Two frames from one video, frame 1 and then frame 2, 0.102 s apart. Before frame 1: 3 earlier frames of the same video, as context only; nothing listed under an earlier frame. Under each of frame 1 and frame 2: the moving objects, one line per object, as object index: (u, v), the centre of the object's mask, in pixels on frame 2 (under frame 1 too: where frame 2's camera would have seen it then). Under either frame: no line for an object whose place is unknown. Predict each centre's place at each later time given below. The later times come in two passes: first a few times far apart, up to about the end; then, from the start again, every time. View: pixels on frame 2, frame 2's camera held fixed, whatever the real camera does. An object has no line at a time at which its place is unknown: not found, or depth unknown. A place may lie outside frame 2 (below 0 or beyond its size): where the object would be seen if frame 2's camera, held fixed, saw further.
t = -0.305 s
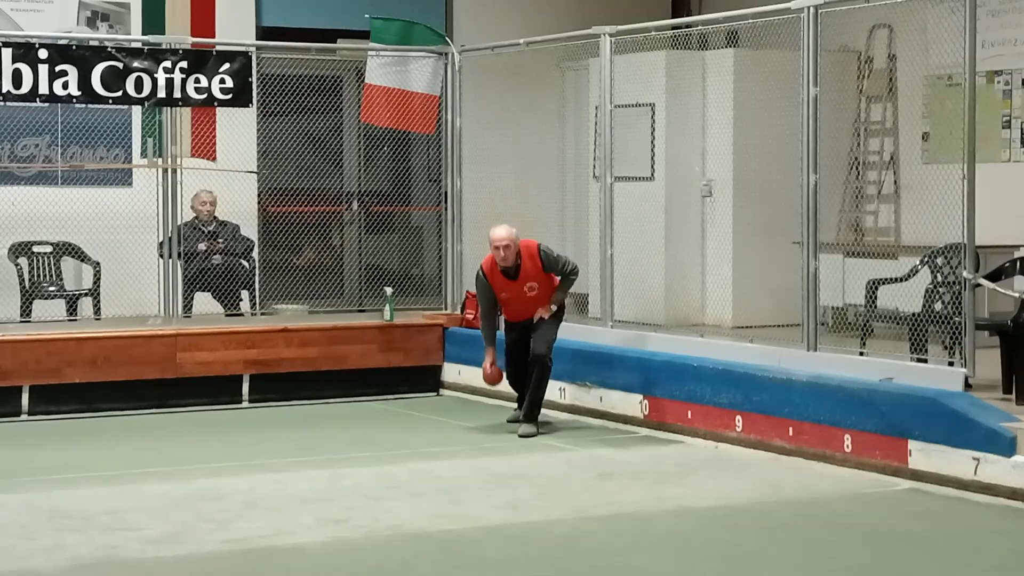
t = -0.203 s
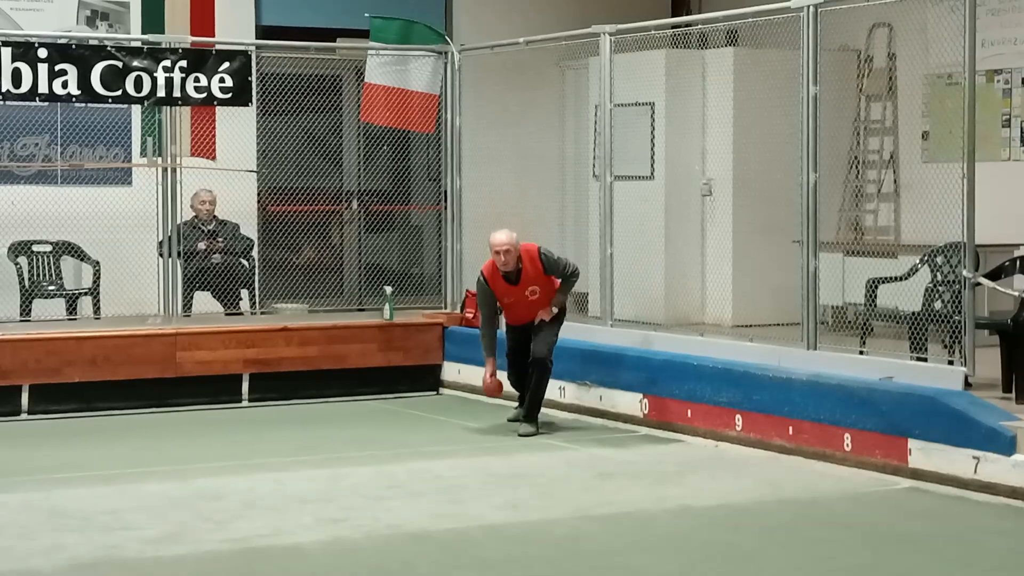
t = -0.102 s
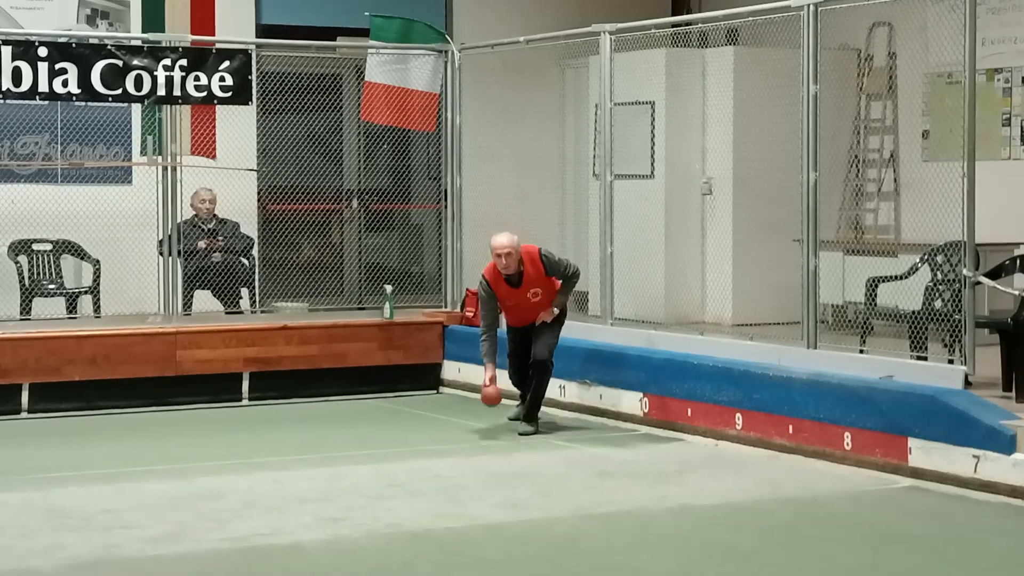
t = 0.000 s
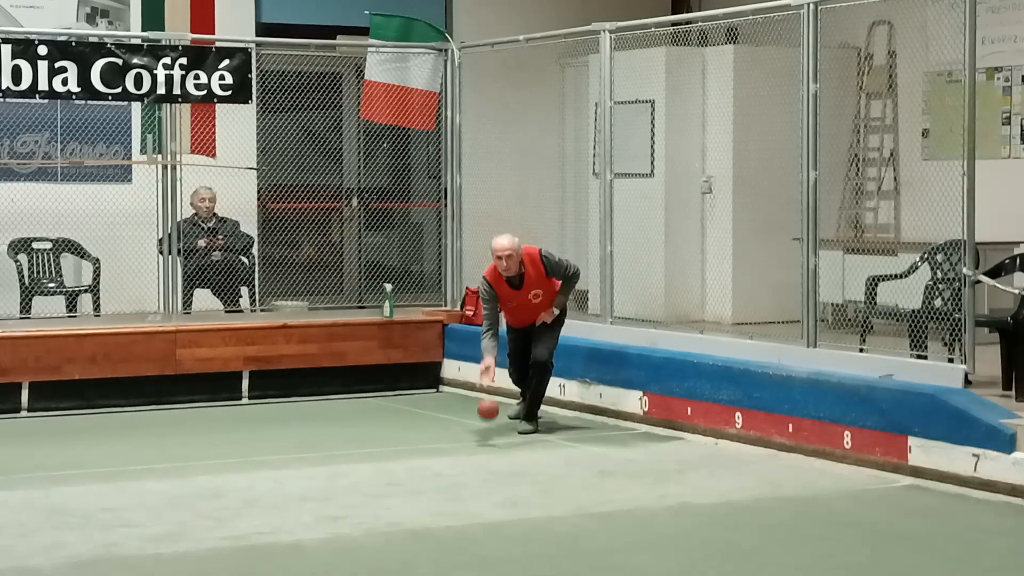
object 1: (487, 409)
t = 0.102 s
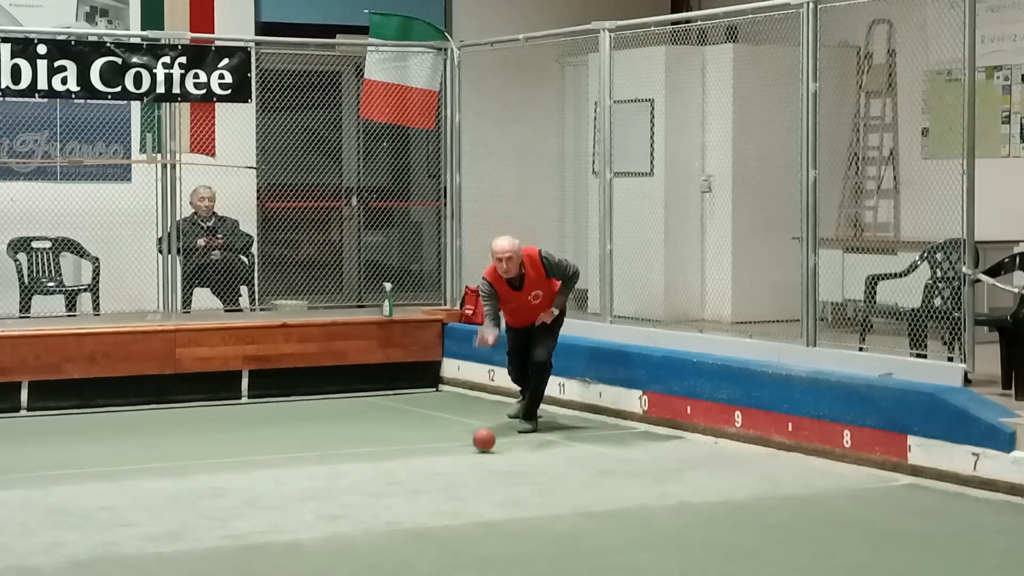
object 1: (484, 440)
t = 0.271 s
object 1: (479, 451)
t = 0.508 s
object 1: (470, 469)
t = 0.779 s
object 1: (457, 490)
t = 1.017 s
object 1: (446, 511)
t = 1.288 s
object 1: (430, 540)
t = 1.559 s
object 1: (412, 570)
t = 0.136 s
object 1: (483, 440)
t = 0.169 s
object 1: (482, 441)
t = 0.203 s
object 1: (481, 444)
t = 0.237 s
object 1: (480, 449)
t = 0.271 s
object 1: (479, 451)
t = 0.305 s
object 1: (477, 454)
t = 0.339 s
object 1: (476, 456)
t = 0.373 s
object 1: (475, 459)
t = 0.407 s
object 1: (474, 461)
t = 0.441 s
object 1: (473, 464)
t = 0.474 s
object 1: (471, 466)
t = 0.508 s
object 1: (470, 469)
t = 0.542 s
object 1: (468, 471)
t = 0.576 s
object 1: (467, 474)
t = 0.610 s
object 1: (466, 476)
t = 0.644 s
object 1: (464, 479)
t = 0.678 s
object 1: (463, 482)
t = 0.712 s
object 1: (461, 485)
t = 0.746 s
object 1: (459, 487)
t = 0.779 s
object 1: (457, 490)
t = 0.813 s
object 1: (455, 492)
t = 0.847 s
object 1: (454, 496)
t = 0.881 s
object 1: (452, 499)
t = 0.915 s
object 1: (451, 502)
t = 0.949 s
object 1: (450, 505)
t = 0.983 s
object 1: (448, 508)
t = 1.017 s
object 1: (446, 511)
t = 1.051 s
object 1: (445, 515)
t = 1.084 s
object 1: (443, 518)
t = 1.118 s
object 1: (441, 521)
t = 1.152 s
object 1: (439, 526)
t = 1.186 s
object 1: (437, 529)
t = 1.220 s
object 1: (435, 533)
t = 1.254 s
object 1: (433, 536)
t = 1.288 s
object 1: (430, 540)
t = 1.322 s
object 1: (429, 544)
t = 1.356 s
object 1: (426, 547)
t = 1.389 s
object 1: (424, 552)
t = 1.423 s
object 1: (422, 555)
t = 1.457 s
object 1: (420, 559)
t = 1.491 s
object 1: (418, 563)
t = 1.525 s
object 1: (415, 567)
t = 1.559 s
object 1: (412, 570)
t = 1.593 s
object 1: (410, 572)
